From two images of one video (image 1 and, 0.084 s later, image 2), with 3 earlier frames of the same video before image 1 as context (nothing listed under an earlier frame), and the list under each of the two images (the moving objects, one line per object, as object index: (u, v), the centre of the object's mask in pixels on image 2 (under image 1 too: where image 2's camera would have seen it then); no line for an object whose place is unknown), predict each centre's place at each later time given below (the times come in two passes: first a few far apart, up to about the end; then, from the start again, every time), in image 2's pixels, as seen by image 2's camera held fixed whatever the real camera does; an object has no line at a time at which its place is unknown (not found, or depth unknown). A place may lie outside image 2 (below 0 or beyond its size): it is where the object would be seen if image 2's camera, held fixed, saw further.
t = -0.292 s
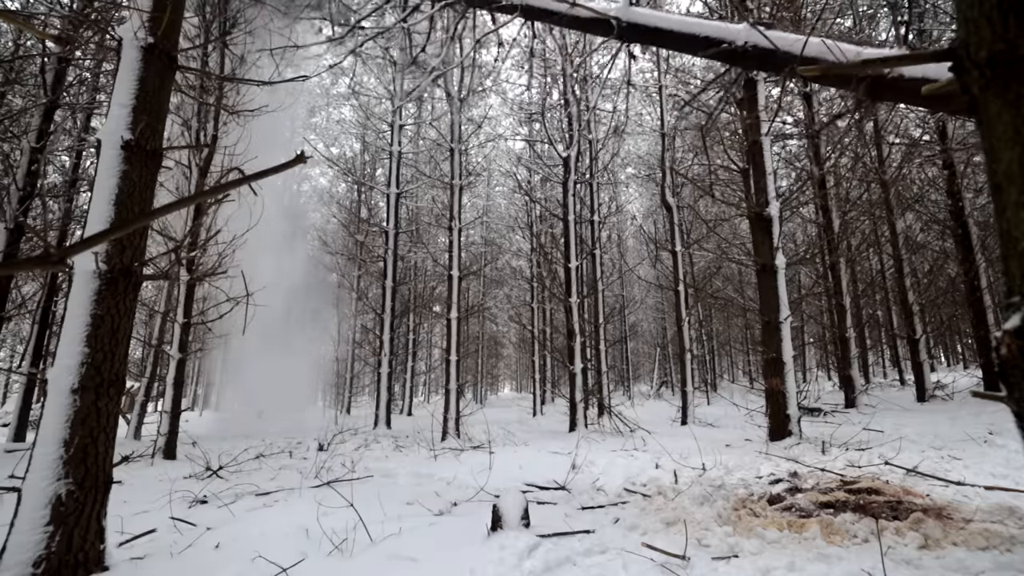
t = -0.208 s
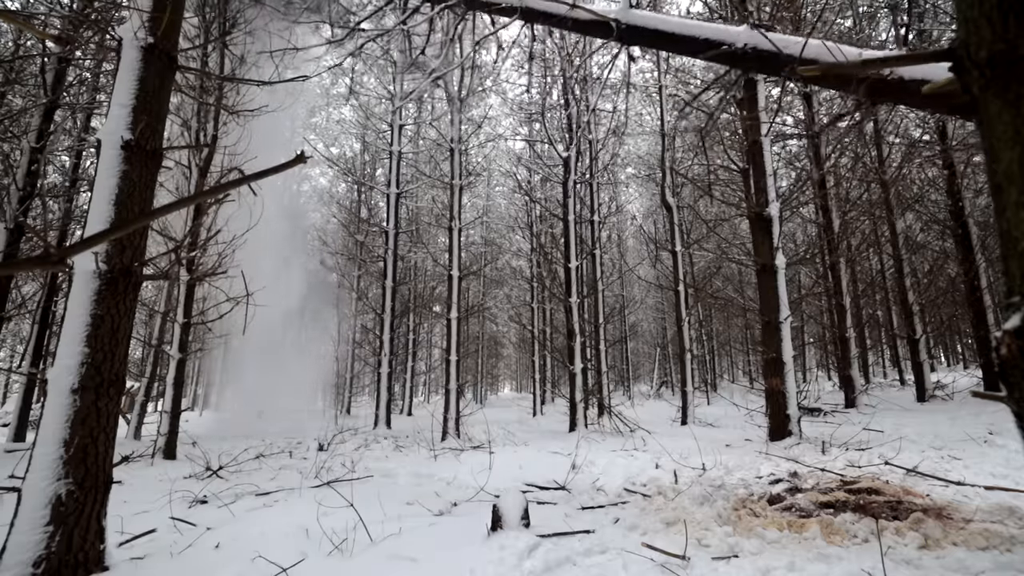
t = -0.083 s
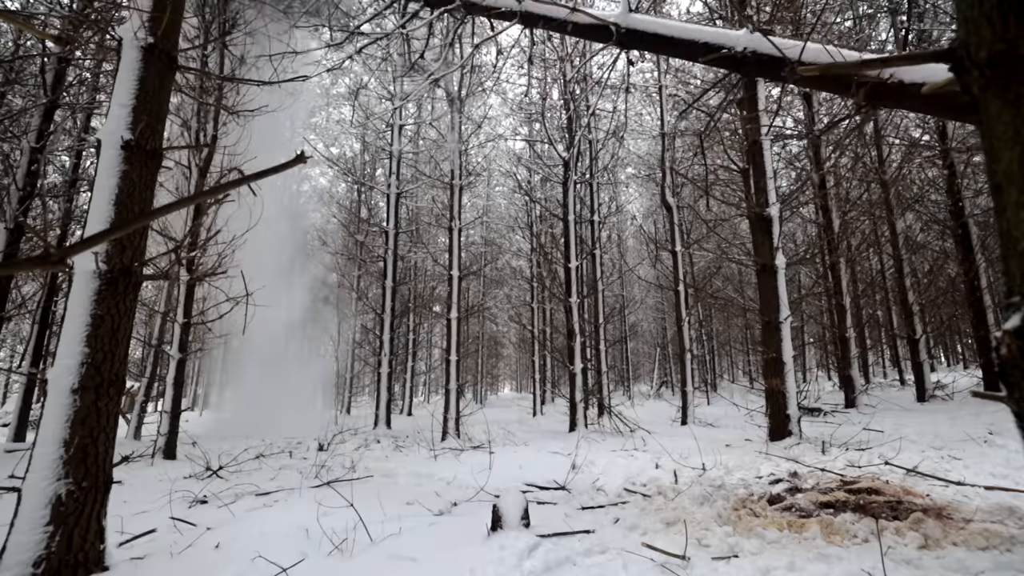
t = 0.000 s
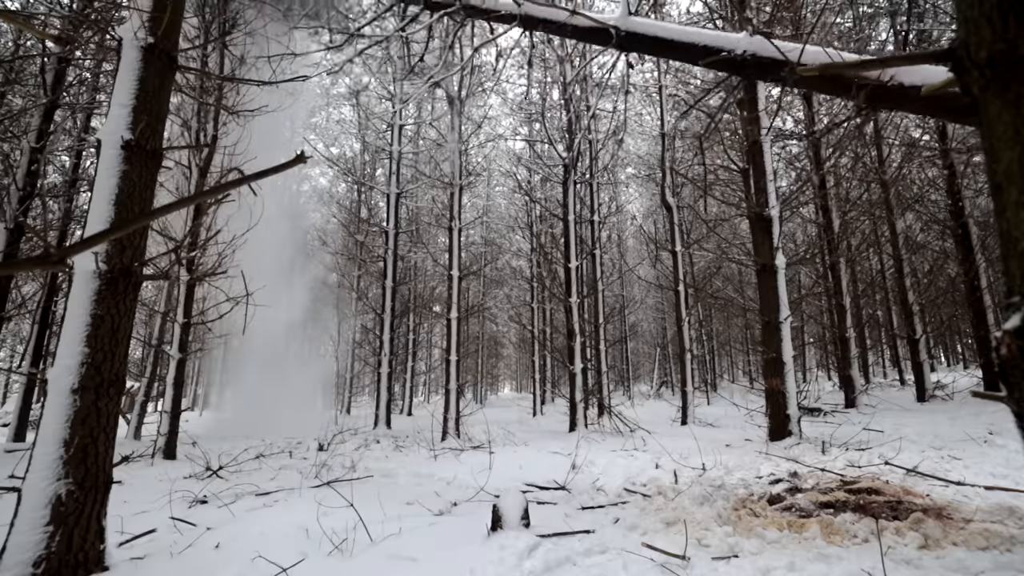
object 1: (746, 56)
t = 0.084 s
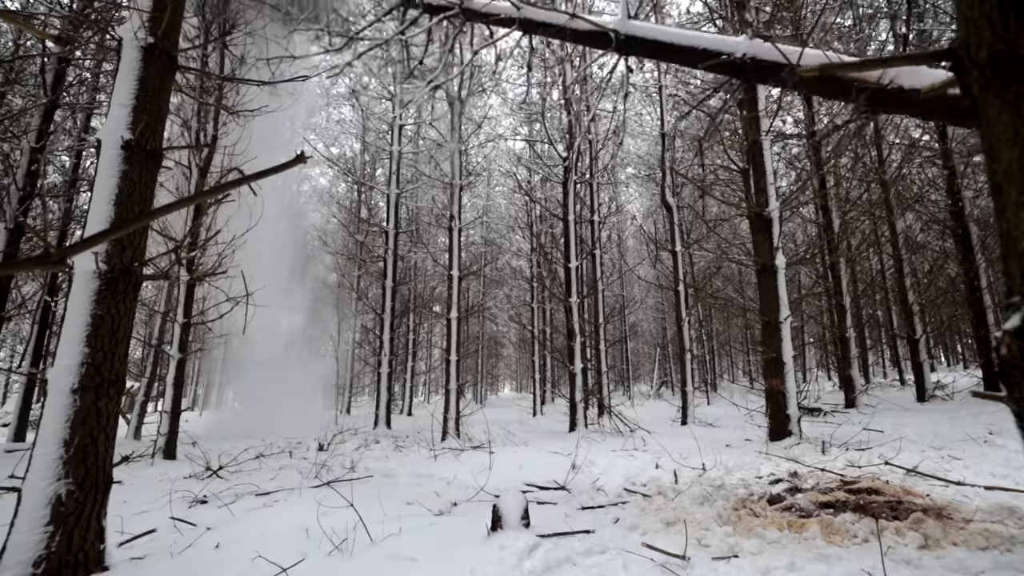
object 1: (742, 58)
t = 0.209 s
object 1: (738, 63)
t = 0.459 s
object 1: (716, 71)
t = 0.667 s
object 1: (712, 78)
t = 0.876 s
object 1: (717, 89)
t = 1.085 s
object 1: (717, 101)
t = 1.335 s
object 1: (721, 110)
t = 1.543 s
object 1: (720, 110)
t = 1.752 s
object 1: (719, 109)
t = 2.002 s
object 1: (718, 110)
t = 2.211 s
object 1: (718, 120)
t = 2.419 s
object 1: (720, 139)
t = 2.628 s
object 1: (721, 165)
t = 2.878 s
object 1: (721, 196)
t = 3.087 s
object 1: (722, 231)
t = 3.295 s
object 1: (728, 281)
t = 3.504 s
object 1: (719, 321)
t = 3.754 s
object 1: (736, 405)
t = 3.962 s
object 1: (720, 480)
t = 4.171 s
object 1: (756, 489)
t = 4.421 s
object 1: (732, 491)
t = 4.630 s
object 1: (733, 491)
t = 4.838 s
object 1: (729, 491)
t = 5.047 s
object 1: (729, 491)
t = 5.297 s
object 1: (729, 491)
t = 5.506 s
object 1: (729, 491)
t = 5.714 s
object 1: (730, 491)
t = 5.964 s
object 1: (730, 491)
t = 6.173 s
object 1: (730, 491)
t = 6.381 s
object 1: (730, 491)
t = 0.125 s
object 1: (741, 60)
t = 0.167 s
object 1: (739, 61)
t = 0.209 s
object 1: (738, 63)
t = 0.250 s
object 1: (734, 64)
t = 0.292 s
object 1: (731, 65)
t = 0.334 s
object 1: (731, 66)
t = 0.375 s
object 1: (729, 68)
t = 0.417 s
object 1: (727, 68)
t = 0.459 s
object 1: (716, 71)
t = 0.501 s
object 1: (715, 72)
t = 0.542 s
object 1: (714, 73)
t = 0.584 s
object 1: (713, 75)
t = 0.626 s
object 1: (713, 76)
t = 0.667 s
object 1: (712, 78)
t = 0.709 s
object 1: (713, 80)
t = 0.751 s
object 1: (715, 82)
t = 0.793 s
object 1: (715, 84)
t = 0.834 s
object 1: (716, 87)
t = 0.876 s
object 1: (717, 89)
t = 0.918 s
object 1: (716, 92)
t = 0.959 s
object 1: (718, 95)
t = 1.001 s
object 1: (719, 97)
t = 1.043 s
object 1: (718, 99)
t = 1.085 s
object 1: (717, 101)
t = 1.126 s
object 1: (716, 103)
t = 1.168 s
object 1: (716, 105)
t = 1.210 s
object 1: (716, 106)
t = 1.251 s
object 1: (719, 108)
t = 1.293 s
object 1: (720, 109)
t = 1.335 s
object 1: (721, 110)
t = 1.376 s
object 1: (720, 110)
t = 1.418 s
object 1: (722, 111)
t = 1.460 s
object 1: (719, 110)
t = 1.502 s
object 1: (721, 110)
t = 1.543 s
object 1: (720, 110)
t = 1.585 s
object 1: (718, 109)
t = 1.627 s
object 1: (718, 109)
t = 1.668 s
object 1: (720, 109)
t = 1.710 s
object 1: (718, 109)
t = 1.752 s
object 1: (719, 109)
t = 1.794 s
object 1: (720, 109)
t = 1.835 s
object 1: (720, 109)
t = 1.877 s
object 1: (719, 109)
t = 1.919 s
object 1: (719, 109)
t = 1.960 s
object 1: (719, 110)
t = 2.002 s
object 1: (718, 110)
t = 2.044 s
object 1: (719, 112)
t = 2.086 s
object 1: (717, 113)
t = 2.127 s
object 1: (719, 115)
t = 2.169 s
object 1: (721, 118)
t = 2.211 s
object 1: (718, 120)
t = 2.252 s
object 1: (719, 123)
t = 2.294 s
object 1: (720, 127)
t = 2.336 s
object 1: (723, 131)
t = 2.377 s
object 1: (724, 136)
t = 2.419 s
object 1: (720, 139)
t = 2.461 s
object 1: (723, 145)
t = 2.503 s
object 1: (722, 149)
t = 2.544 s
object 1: (723, 154)
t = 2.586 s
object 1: (723, 160)
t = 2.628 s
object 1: (721, 165)
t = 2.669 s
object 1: (720, 170)
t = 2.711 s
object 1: (722, 176)
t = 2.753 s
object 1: (723, 181)
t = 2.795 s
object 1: (720, 185)
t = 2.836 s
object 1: (721, 190)
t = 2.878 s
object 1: (721, 196)
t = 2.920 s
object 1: (721, 202)
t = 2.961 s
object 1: (721, 207)
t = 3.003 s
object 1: (723, 214)
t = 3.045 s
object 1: (724, 222)
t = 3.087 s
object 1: (722, 231)
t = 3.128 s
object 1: (720, 239)
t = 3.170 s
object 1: (723, 248)
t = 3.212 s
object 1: (730, 260)
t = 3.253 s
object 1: (729, 271)
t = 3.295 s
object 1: (728, 281)
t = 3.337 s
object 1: (725, 291)
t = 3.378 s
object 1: (724, 301)
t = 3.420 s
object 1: (721, 308)
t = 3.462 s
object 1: (720, 314)
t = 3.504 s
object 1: (719, 321)
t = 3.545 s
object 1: (719, 331)
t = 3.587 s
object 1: (719, 343)
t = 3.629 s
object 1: (723, 357)
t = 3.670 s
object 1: (730, 372)
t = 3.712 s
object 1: (733, 388)
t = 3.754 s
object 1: (736, 405)
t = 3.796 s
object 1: (740, 422)
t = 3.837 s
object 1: (736, 439)
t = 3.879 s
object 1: (743, 457)
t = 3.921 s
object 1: (738, 471)
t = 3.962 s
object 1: (720, 480)
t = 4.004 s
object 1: (702, 485)
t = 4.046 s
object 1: (740, 490)
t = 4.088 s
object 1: (755, 491)
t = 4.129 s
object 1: (763, 490)
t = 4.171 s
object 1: (756, 489)
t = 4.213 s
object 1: (747, 490)
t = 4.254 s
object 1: (739, 491)
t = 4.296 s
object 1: (736, 491)
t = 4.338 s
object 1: (736, 491)
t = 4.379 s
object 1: (732, 491)
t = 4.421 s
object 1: (732, 491)
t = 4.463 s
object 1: (737, 492)
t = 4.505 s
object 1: (733, 491)
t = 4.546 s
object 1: (733, 491)
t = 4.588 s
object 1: (732, 491)
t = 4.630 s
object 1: (733, 491)
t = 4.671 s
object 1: (731, 491)
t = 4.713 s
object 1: (731, 491)
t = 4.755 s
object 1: (732, 491)
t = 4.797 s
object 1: (730, 491)
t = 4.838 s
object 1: (729, 491)
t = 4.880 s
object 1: (730, 491)
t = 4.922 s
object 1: (729, 491)
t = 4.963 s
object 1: (729, 491)
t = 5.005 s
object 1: (730, 491)
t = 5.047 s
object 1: (729, 491)
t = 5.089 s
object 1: (729, 491)
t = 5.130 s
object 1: (729, 491)
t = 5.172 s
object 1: (729, 491)
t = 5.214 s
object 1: (729, 491)
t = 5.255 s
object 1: (729, 491)
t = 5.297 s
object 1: (729, 491)
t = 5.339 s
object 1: (730, 491)
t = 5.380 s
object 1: (730, 491)
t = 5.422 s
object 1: (729, 491)
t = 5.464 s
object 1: (729, 491)
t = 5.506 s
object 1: (729, 491)
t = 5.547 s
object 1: (729, 491)
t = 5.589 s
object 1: (729, 491)
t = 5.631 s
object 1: (730, 491)
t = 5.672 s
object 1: (730, 491)
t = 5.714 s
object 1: (730, 491)
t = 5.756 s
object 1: (729, 491)
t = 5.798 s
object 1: (729, 491)
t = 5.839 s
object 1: (729, 491)
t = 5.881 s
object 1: (729, 491)
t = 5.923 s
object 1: (729, 491)
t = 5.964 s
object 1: (730, 491)
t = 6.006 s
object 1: (729, 491)
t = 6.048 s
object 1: (730, 491)
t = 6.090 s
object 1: (729, 491)
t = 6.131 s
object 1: (730, 491)
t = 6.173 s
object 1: (730, 491)
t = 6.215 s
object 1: (729, 491)
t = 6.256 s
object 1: (730, 491)
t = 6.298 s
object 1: (729, 491)
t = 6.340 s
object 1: (730, 491)
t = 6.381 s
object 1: (730, 491)
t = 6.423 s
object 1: (730, 491)
